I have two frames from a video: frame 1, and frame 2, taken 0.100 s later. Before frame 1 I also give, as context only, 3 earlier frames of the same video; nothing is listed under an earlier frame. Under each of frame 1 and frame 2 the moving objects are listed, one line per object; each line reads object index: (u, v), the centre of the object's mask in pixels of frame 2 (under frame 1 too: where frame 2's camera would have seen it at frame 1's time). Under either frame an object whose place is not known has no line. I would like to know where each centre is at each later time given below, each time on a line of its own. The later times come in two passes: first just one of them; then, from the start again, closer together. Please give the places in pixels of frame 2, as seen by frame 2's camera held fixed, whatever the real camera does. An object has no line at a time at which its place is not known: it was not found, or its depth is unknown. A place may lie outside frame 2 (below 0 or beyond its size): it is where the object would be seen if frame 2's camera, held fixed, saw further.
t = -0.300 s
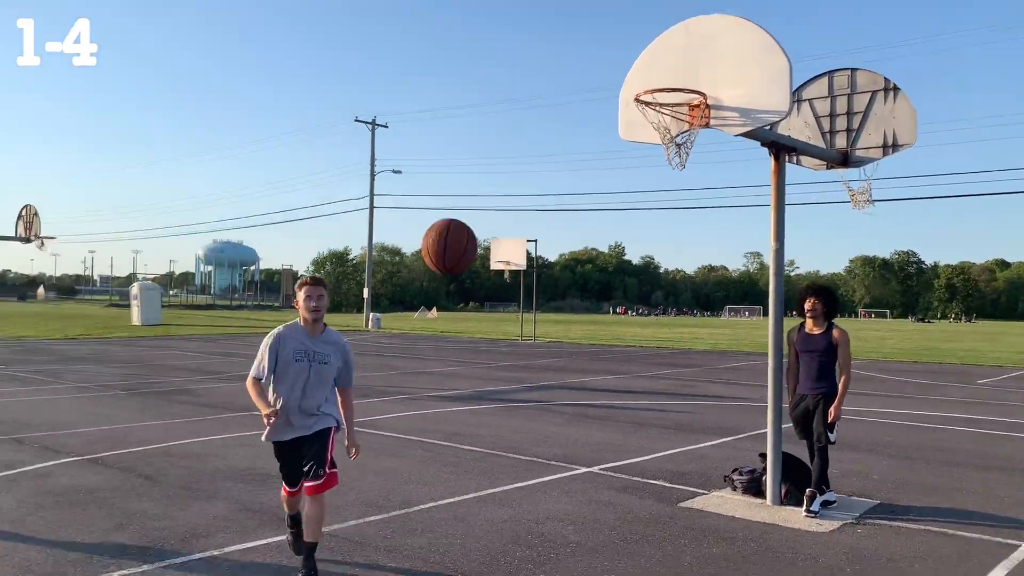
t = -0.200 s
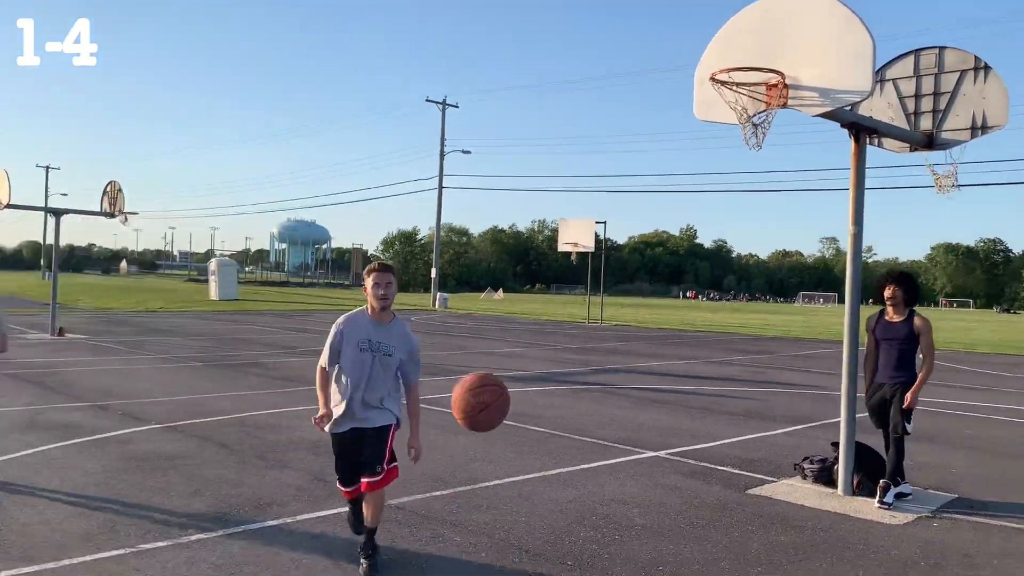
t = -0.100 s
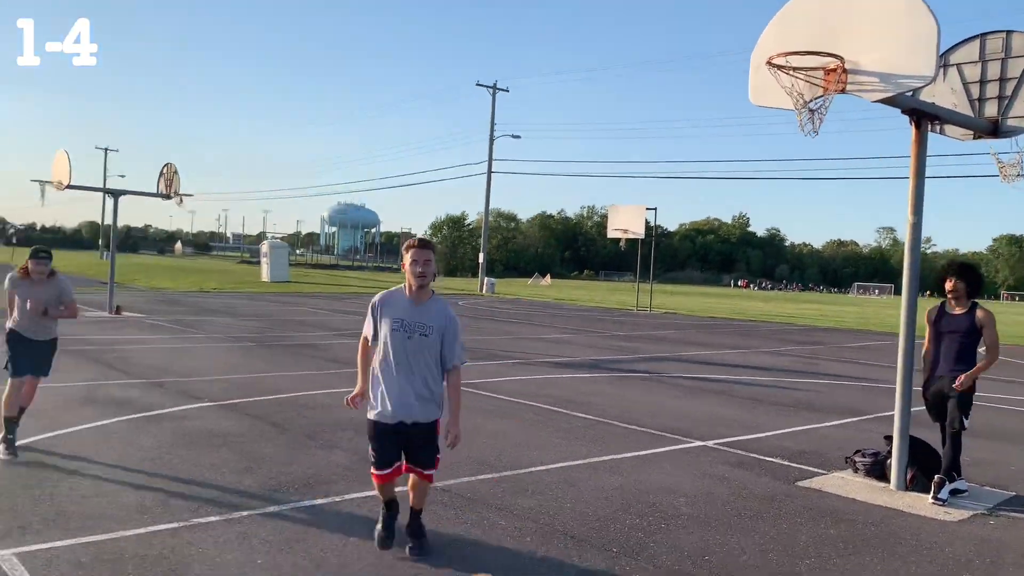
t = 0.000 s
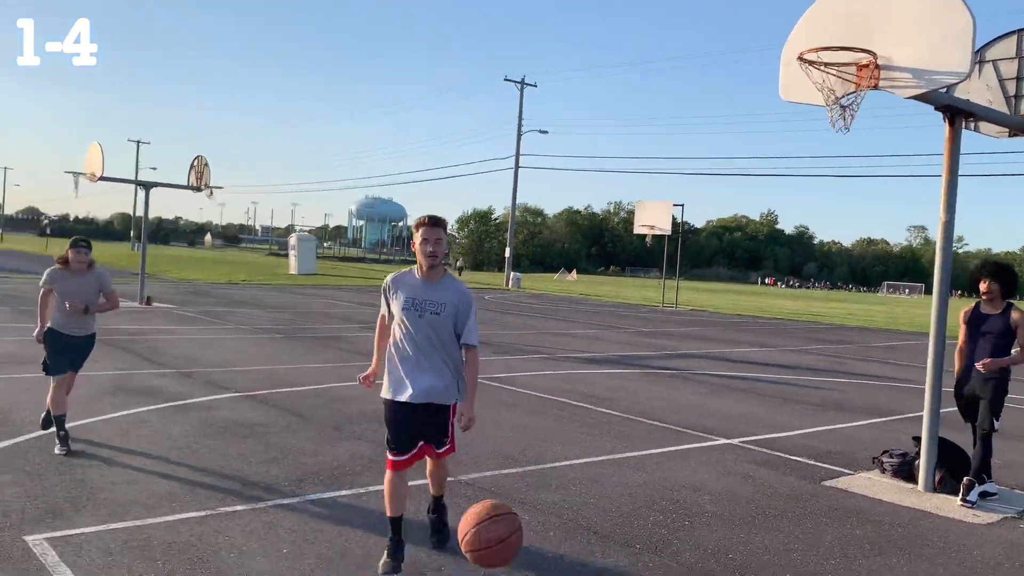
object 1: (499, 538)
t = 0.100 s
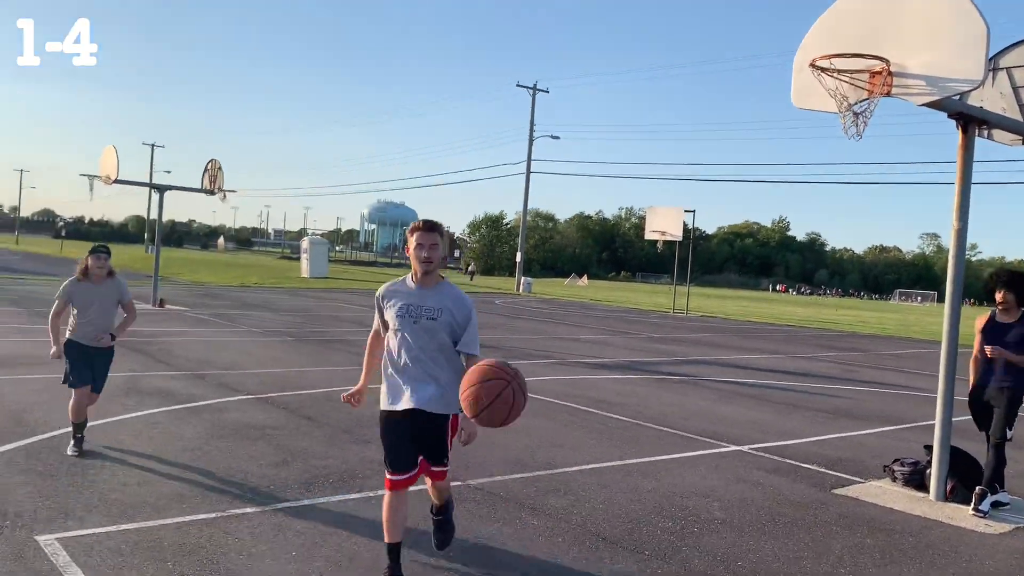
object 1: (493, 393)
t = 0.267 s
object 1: (478, 183)
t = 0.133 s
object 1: (491, 349)
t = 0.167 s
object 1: (487, 305)
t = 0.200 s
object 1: (485, 263)
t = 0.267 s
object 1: (478, 183)
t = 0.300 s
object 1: (474, 146)
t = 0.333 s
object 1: (470, 111)
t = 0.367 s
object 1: (465, 78)
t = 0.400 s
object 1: (461, 47)
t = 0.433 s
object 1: (454, 19)
